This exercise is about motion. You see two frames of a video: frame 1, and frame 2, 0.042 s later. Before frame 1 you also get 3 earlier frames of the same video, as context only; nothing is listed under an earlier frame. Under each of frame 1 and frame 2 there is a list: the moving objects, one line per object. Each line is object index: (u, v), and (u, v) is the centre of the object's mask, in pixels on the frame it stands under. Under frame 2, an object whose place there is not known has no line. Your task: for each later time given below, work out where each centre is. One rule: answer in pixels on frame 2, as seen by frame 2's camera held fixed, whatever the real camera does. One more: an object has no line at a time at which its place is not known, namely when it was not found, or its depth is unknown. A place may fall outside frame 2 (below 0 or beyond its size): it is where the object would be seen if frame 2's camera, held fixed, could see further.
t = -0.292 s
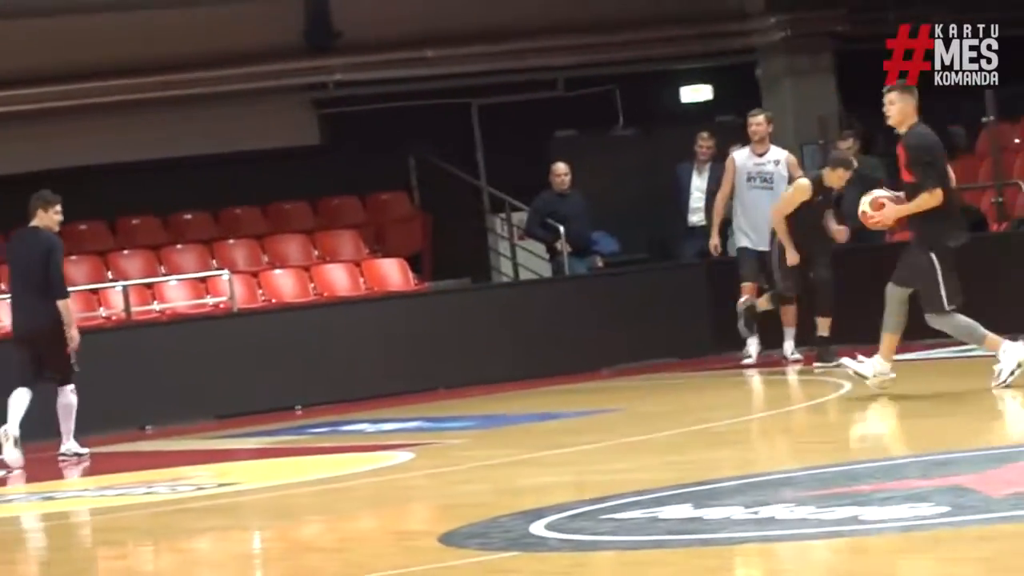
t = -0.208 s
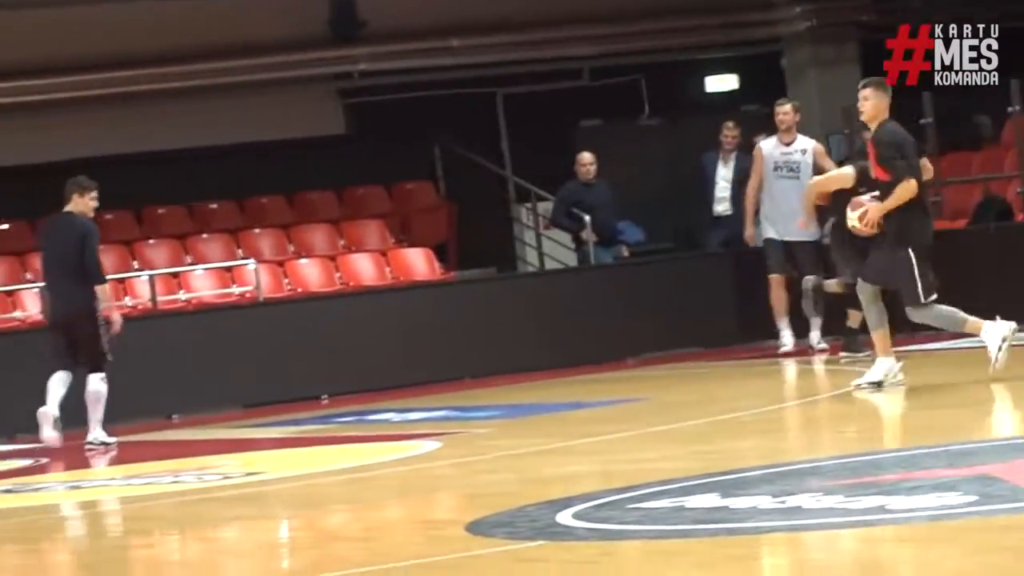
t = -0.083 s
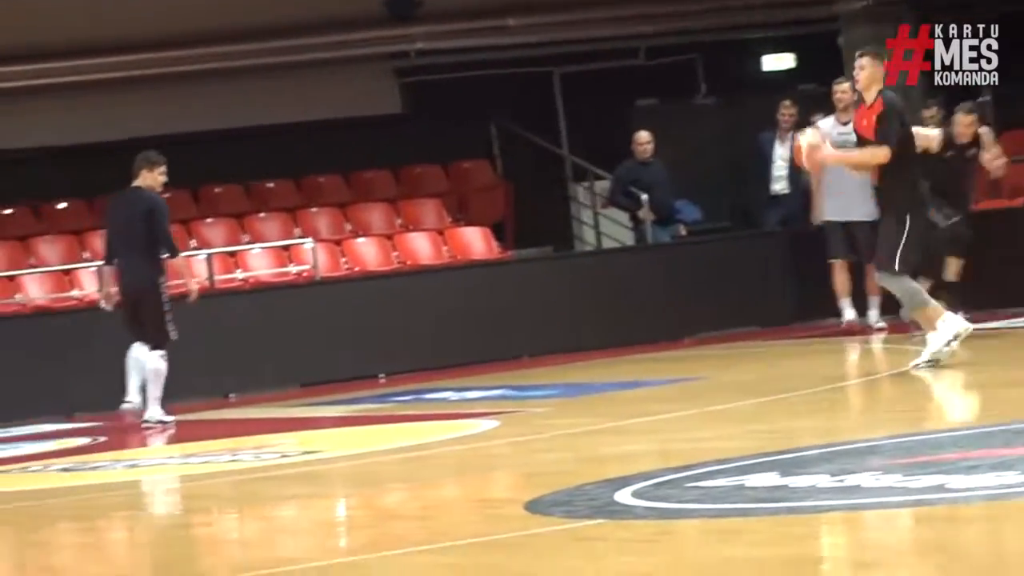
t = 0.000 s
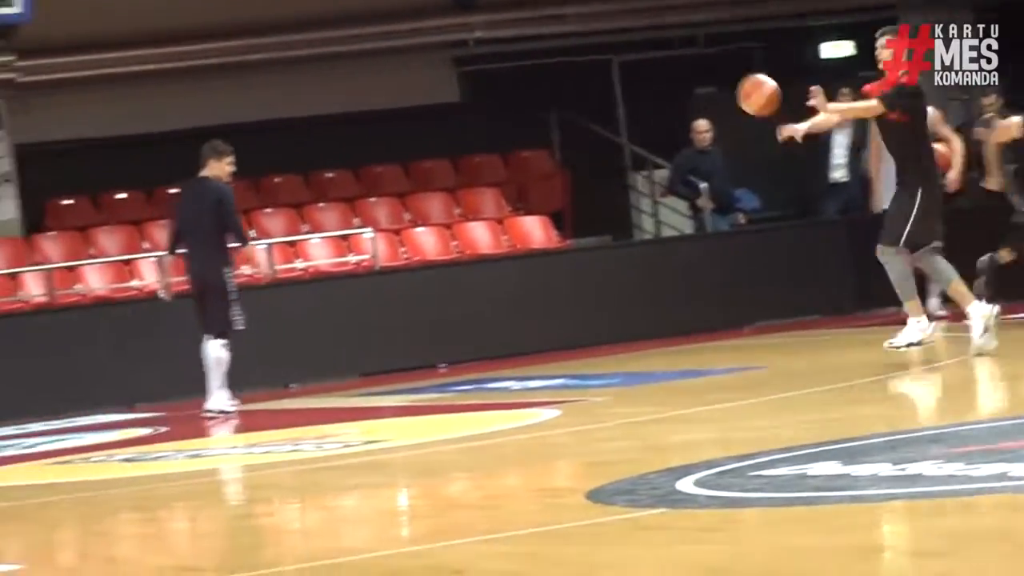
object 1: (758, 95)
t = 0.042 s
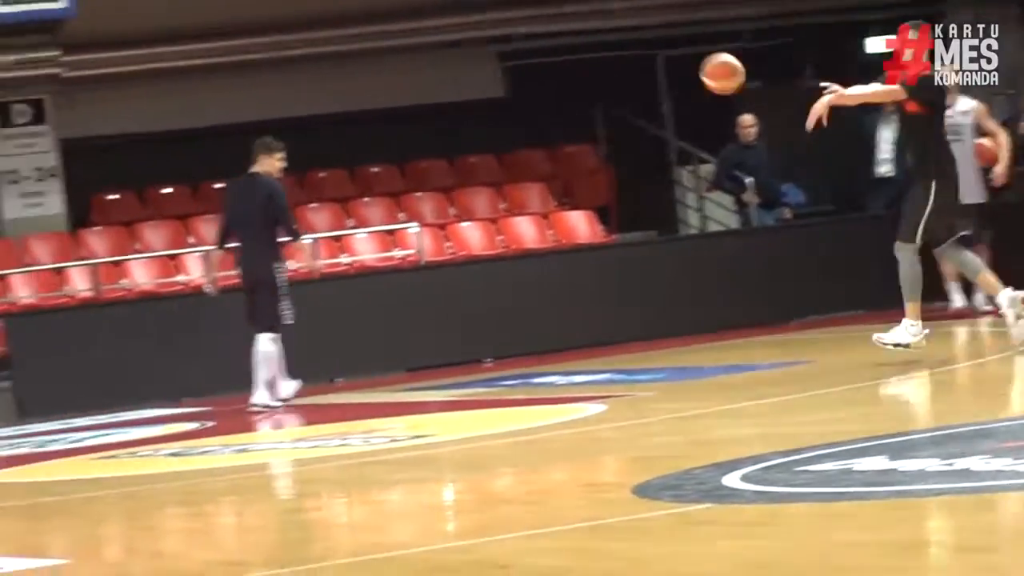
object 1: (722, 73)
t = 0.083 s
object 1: (672, 65)
